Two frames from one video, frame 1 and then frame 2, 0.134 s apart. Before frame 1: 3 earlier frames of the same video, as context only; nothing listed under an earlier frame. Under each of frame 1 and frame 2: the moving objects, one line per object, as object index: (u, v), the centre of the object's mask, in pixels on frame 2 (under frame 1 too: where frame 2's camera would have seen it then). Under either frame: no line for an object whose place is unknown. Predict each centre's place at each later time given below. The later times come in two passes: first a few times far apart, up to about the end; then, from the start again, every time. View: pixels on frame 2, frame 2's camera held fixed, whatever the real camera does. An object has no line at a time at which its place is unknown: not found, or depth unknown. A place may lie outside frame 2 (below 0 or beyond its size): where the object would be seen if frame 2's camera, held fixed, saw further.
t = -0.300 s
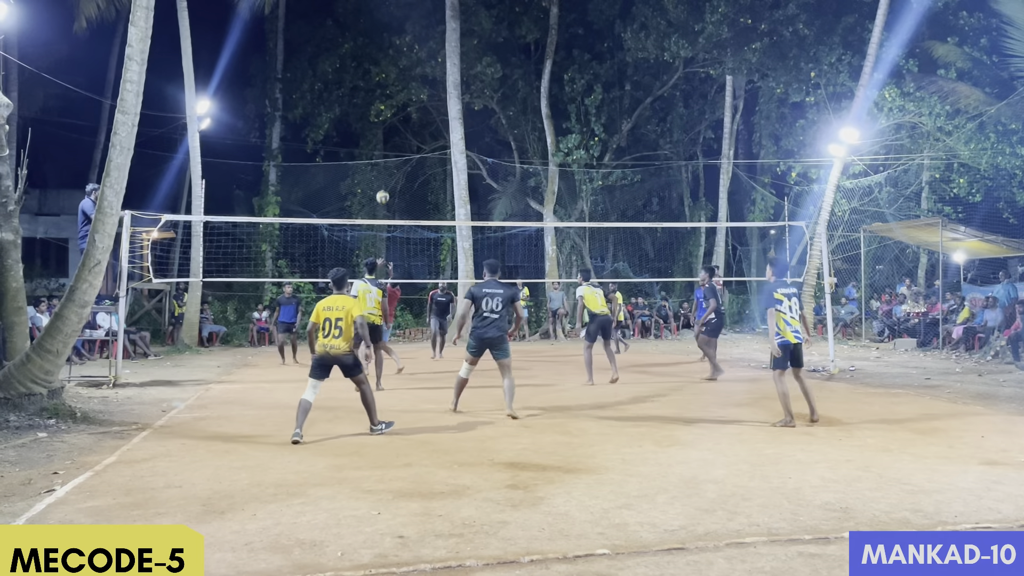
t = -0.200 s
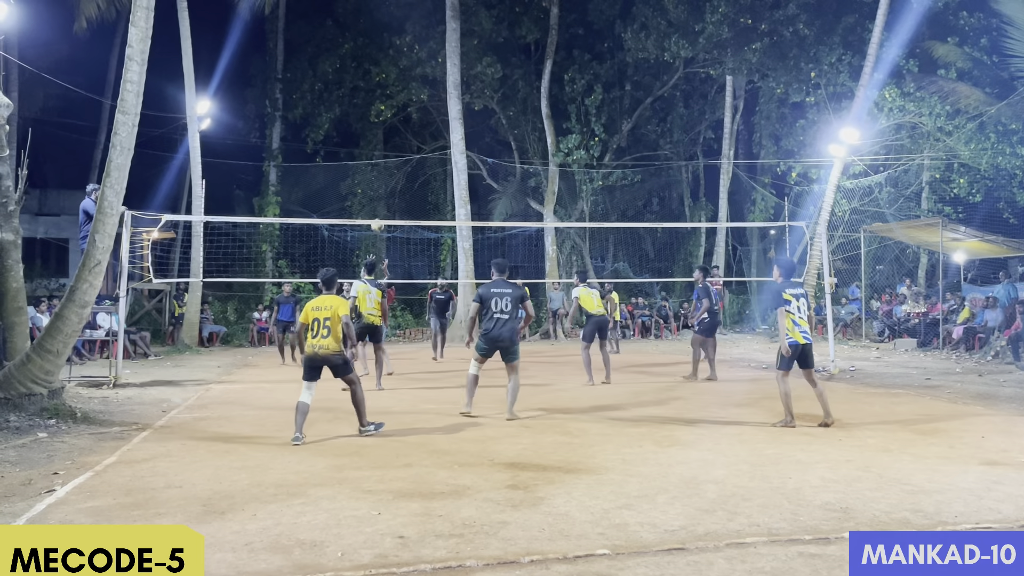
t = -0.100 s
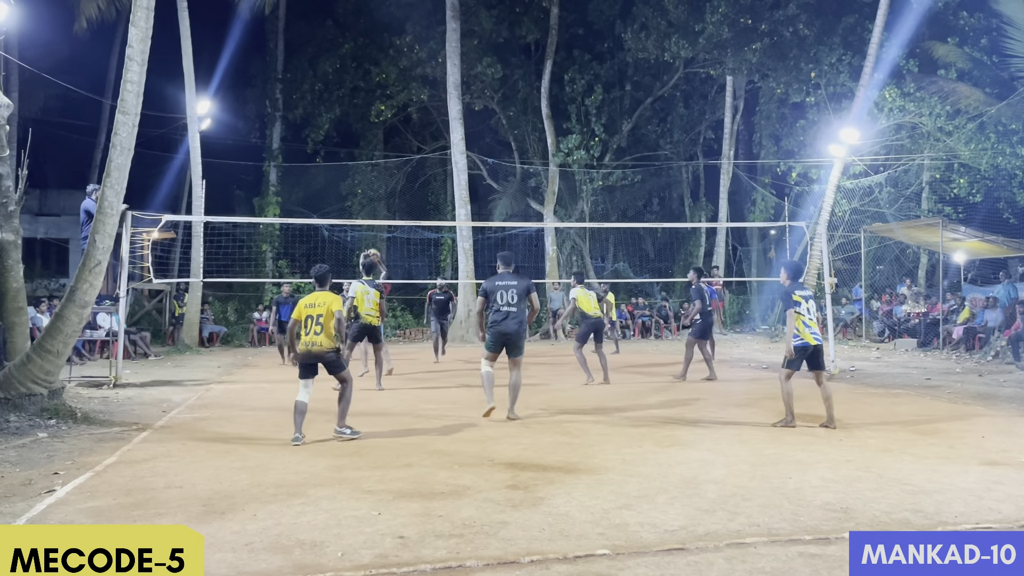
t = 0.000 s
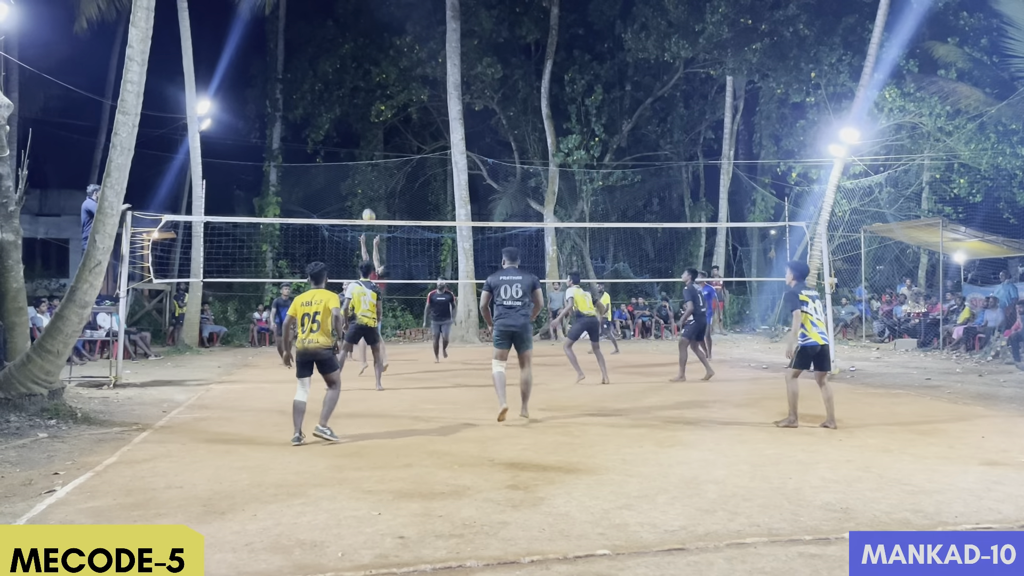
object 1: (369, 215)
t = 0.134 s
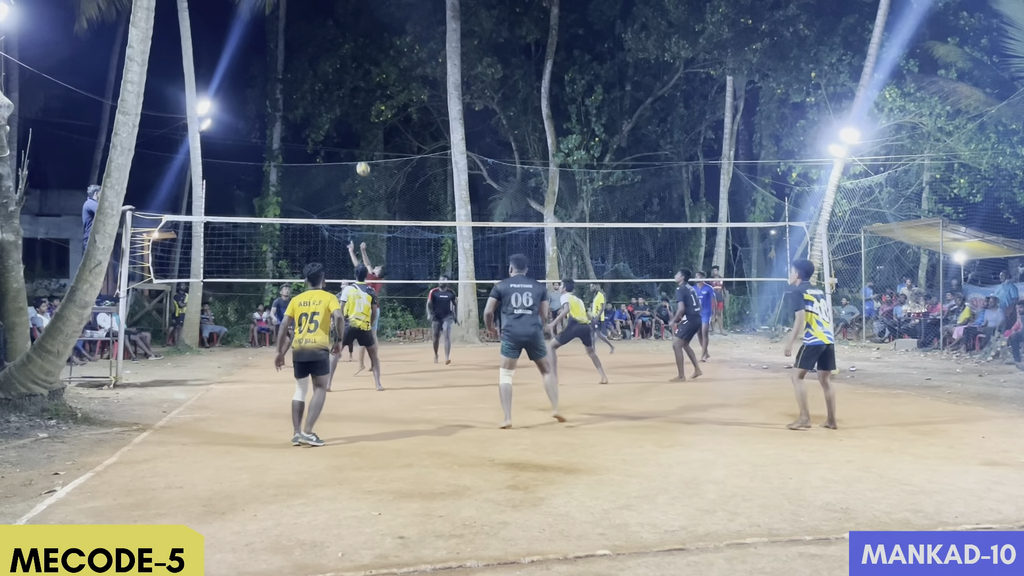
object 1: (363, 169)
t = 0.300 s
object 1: (356, 126)
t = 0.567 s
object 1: (346, 92)
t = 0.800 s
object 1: (337, 97)
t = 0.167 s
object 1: (361, 158)
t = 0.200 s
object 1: (360, 149)
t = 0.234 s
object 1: (358, 141)
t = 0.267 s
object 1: (357, 133)
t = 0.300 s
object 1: (356, 126)
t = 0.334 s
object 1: (354, 119)
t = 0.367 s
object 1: (353, 113)
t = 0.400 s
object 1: (352, 108)
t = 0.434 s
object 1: (351, 104)
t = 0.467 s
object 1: (349, 100)
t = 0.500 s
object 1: (348, 97)
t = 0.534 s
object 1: (347, 94)
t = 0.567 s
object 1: (346, 92)
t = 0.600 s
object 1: (344, 91)
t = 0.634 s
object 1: (343, 91)
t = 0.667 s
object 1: (342, 90)
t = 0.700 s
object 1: (341, 91)
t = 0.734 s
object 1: (340, 92)
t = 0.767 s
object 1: (339, 94)
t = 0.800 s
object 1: (337, 97)
